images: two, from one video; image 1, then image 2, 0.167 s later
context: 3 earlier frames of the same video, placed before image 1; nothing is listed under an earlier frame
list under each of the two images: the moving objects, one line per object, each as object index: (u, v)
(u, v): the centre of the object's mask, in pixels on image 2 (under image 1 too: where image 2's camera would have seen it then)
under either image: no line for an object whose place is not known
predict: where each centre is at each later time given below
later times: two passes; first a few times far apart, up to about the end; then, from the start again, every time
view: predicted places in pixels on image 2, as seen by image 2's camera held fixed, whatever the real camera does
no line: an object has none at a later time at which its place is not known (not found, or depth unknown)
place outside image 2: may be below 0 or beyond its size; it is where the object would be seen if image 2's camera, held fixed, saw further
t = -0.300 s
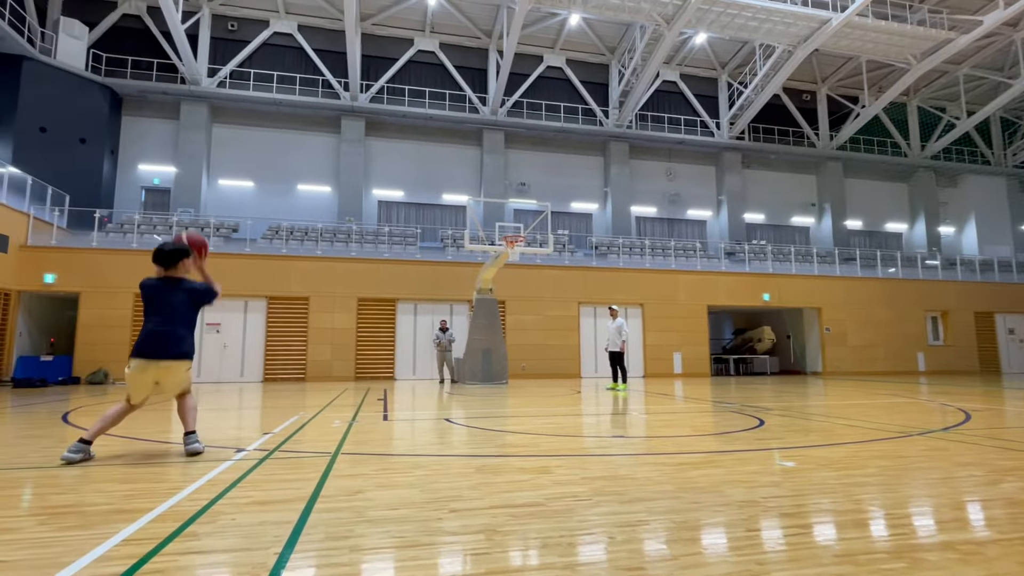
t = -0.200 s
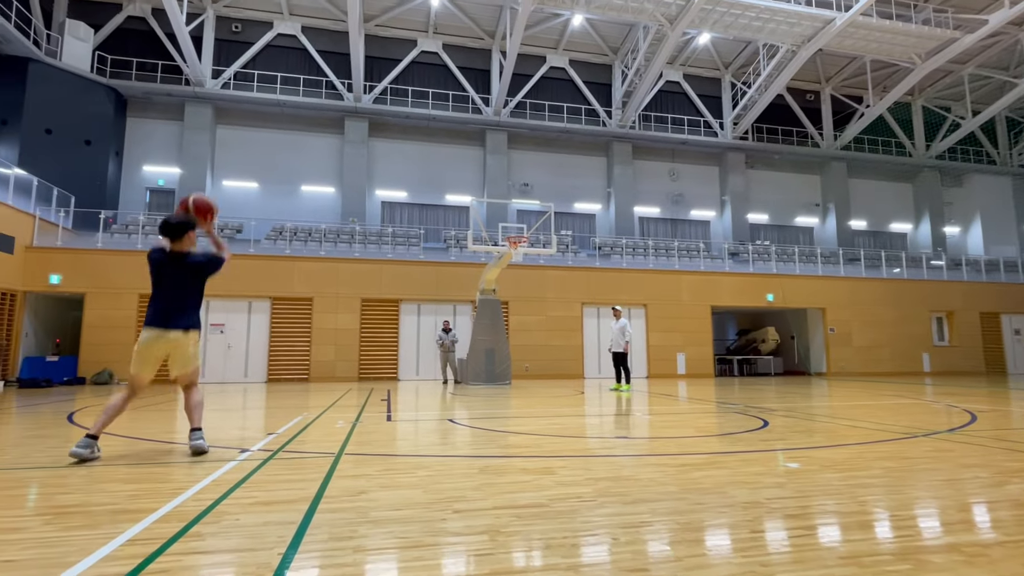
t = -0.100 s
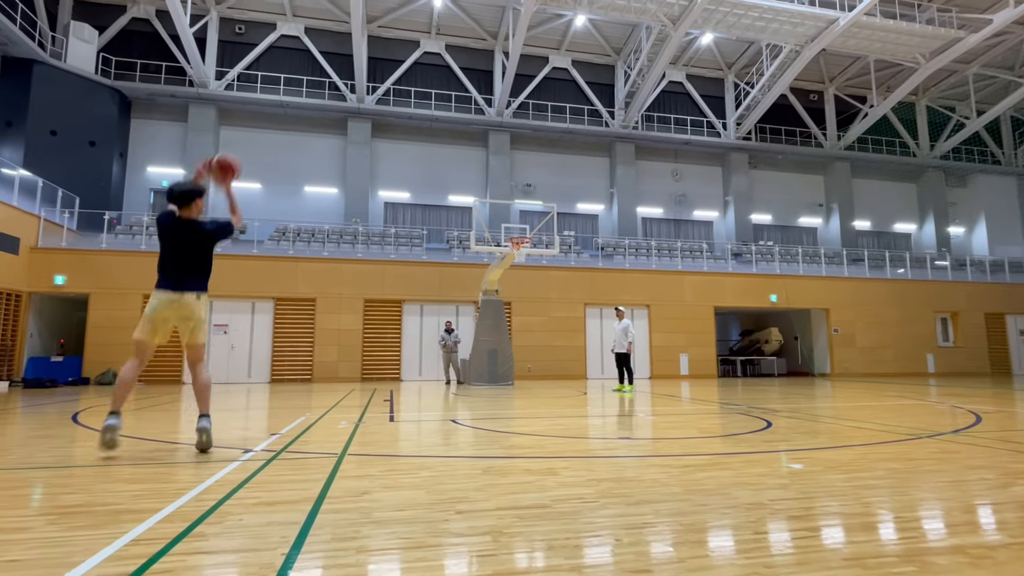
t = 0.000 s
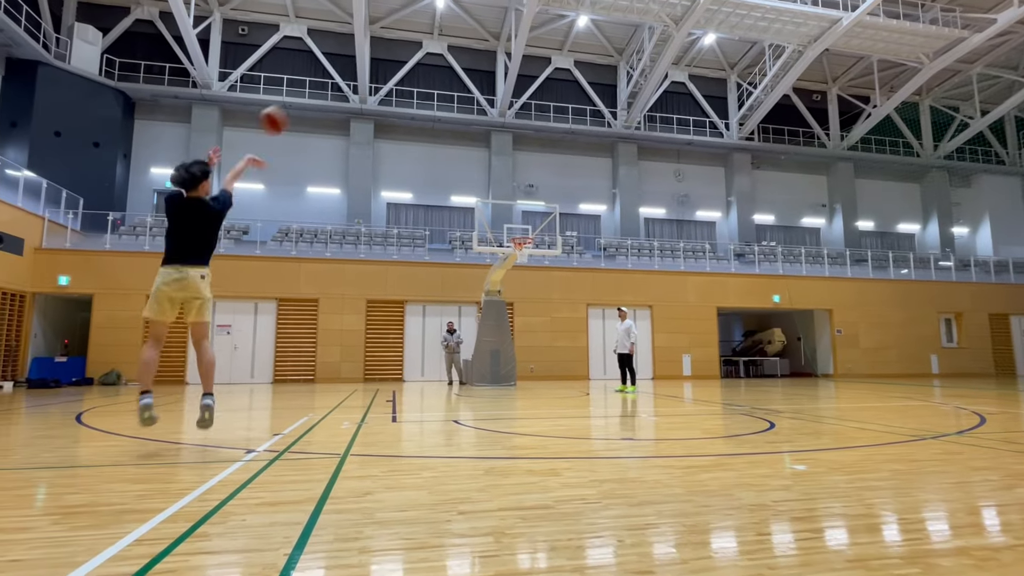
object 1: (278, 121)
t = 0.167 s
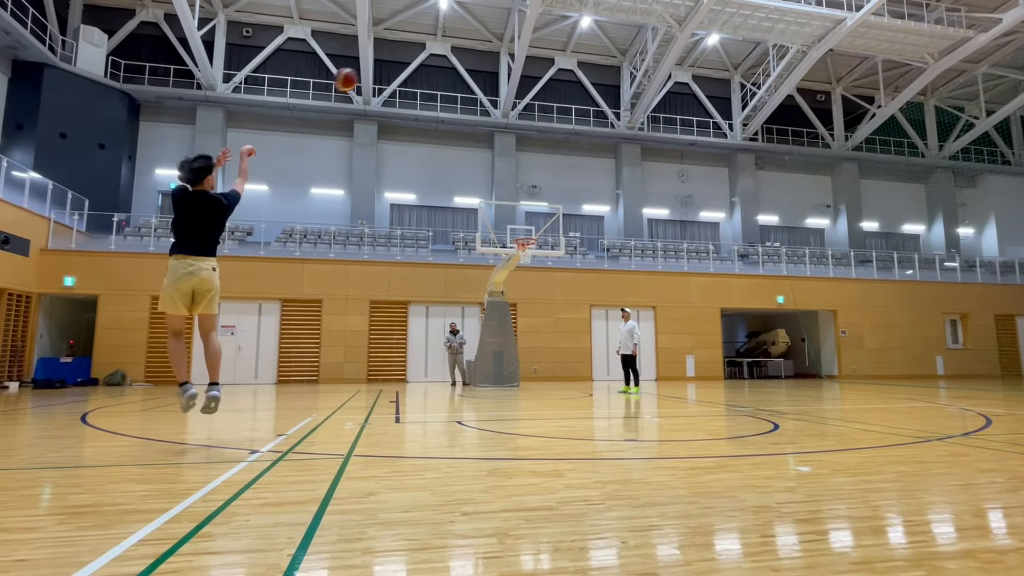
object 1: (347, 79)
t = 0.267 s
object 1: (377, 71)
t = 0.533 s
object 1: (436, 83)
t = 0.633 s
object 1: (453, 97)
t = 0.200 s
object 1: (356, 75)
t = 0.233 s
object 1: (368, 73)
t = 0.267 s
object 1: (377, 71)
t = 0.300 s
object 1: (386, 70)
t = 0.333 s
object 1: (394, 69)
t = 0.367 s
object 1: (401, 70)
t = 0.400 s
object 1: (410, 71)
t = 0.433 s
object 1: (417, 74)
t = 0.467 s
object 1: (424, 76)
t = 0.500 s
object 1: (430, 79)
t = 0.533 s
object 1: (436, 83)
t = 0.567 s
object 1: (442, 87)
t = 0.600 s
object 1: (447, 91)
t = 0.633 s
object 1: (453, 97)
